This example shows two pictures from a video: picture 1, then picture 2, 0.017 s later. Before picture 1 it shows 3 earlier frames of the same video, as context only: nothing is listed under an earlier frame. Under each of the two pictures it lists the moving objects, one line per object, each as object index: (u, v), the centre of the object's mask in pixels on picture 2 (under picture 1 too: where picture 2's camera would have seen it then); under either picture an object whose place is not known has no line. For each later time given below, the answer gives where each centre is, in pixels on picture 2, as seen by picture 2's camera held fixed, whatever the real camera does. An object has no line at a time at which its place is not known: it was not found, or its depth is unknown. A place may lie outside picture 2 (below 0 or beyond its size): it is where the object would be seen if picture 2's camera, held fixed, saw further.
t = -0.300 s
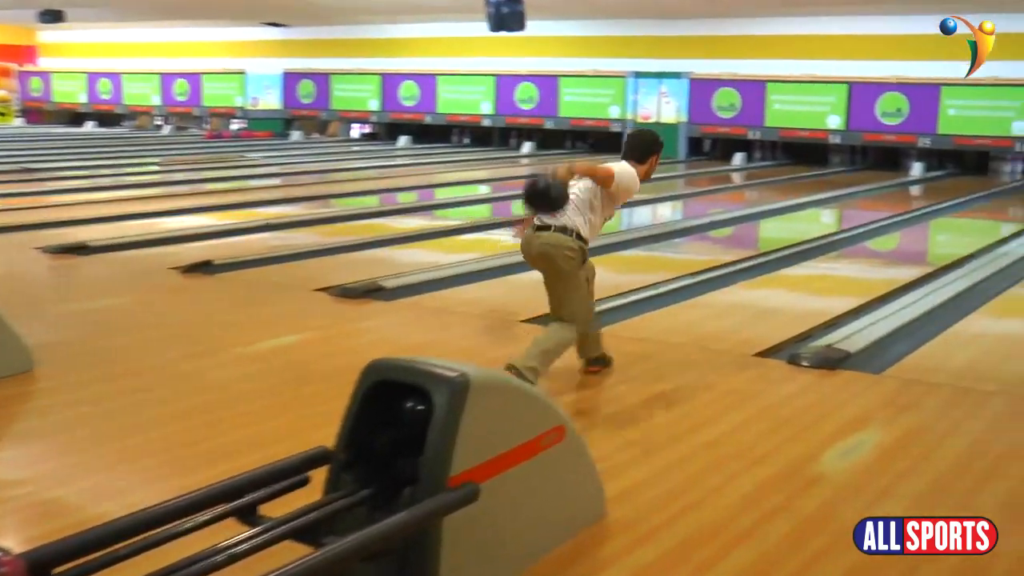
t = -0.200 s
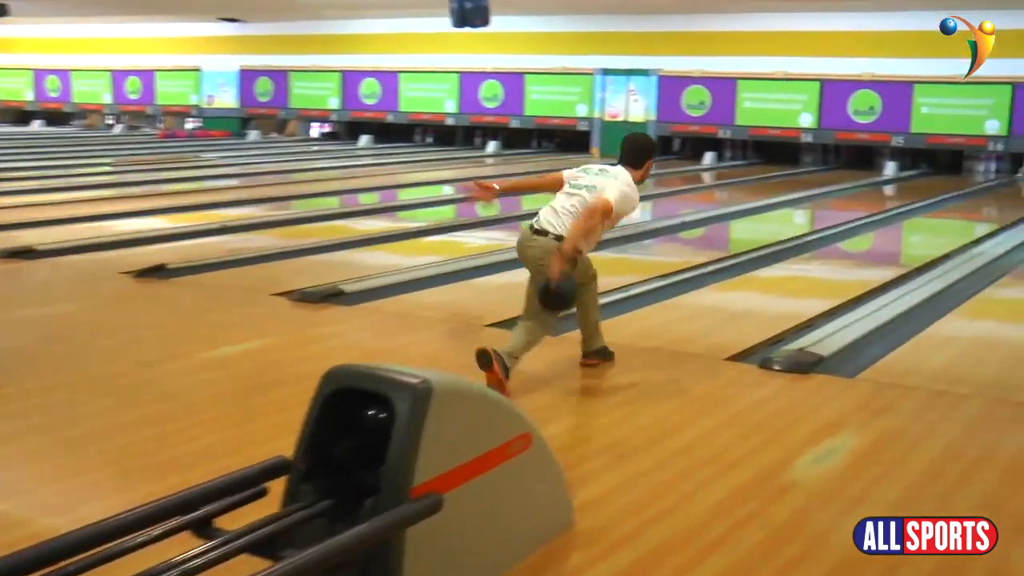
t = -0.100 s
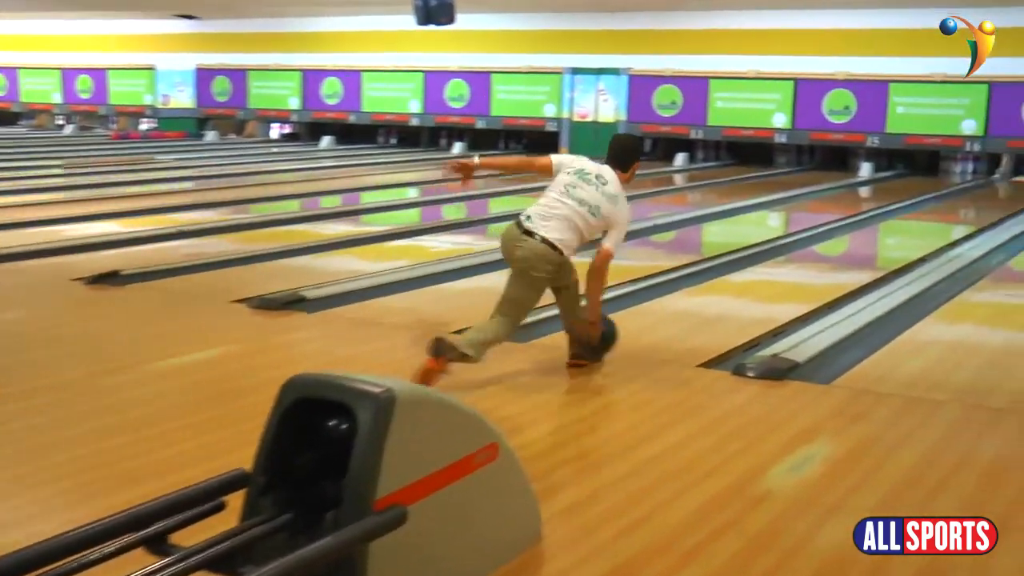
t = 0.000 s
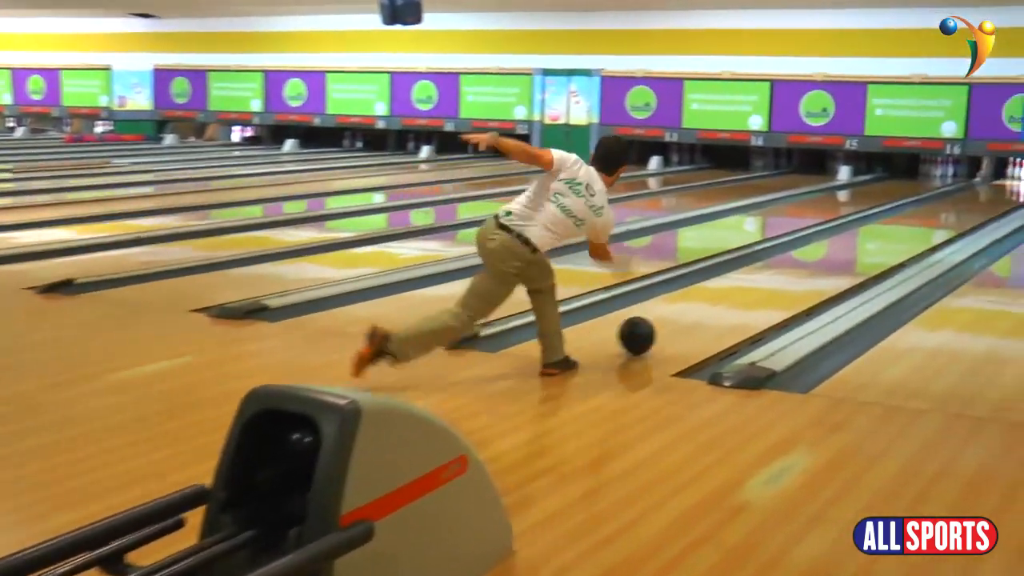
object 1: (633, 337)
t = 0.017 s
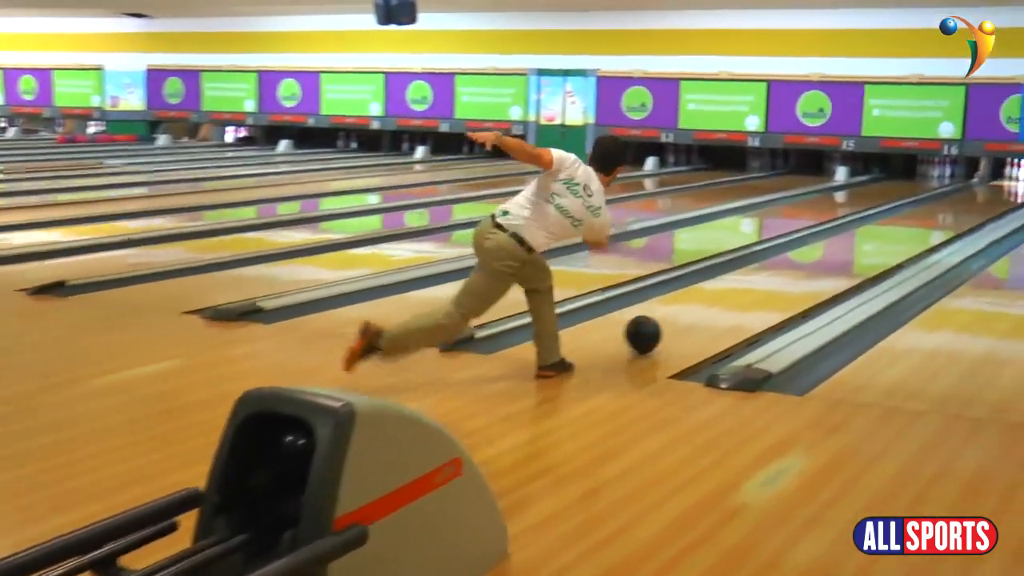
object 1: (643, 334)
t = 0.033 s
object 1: (652, 331)
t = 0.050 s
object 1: (661, 328)
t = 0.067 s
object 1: (670, 325)
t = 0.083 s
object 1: (679, 322)
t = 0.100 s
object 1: (687, 319)
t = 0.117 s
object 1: (695, 316)
